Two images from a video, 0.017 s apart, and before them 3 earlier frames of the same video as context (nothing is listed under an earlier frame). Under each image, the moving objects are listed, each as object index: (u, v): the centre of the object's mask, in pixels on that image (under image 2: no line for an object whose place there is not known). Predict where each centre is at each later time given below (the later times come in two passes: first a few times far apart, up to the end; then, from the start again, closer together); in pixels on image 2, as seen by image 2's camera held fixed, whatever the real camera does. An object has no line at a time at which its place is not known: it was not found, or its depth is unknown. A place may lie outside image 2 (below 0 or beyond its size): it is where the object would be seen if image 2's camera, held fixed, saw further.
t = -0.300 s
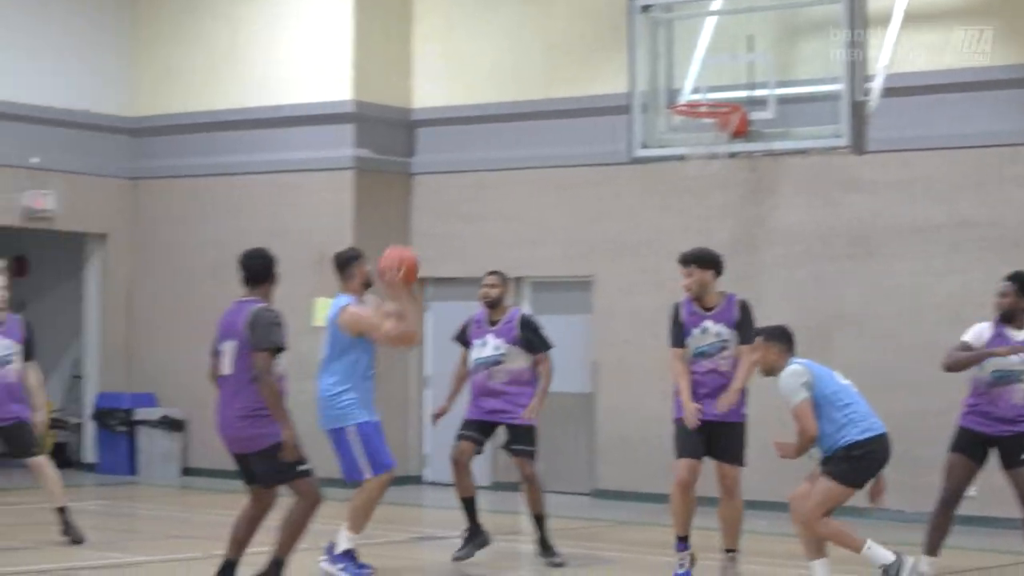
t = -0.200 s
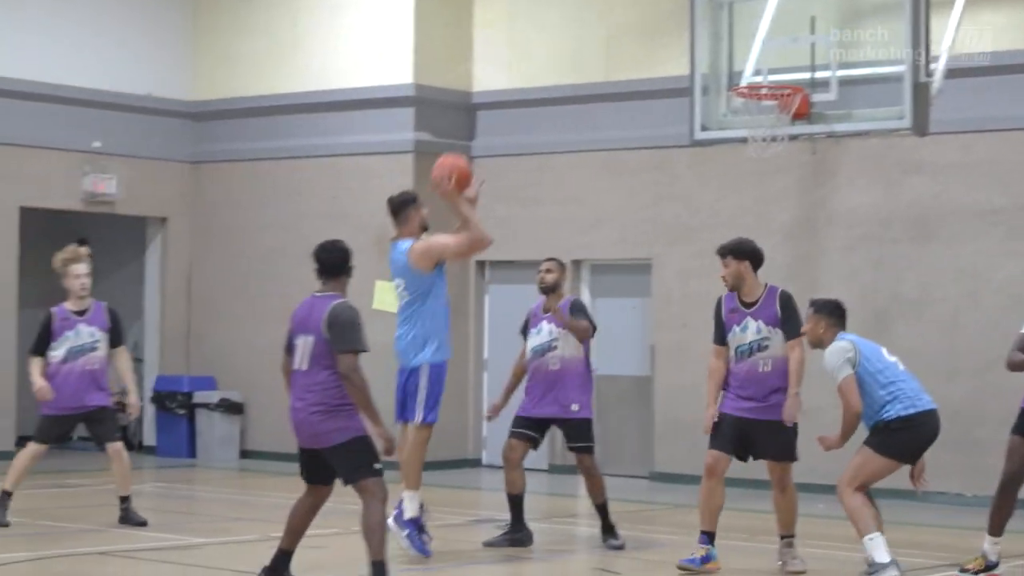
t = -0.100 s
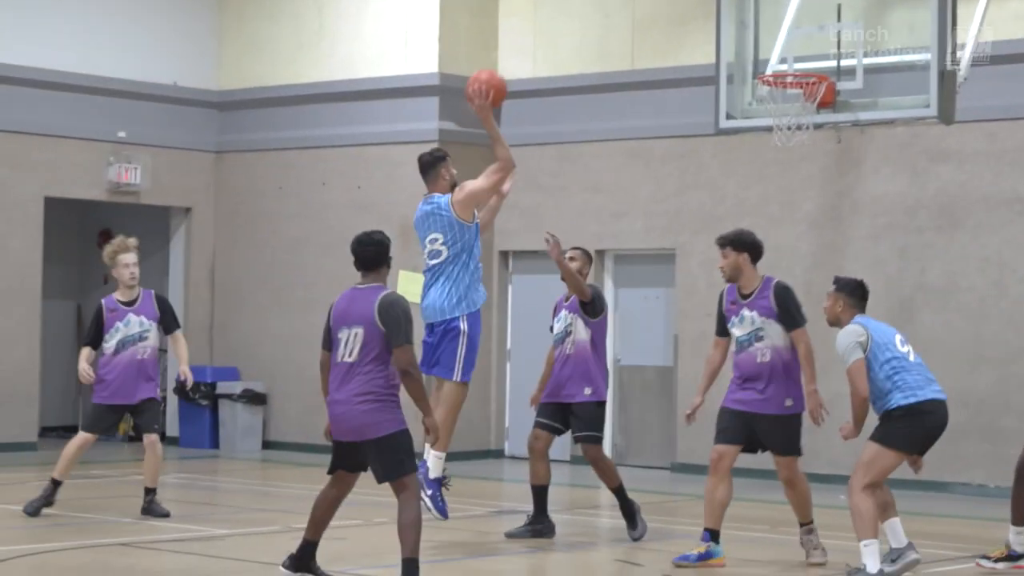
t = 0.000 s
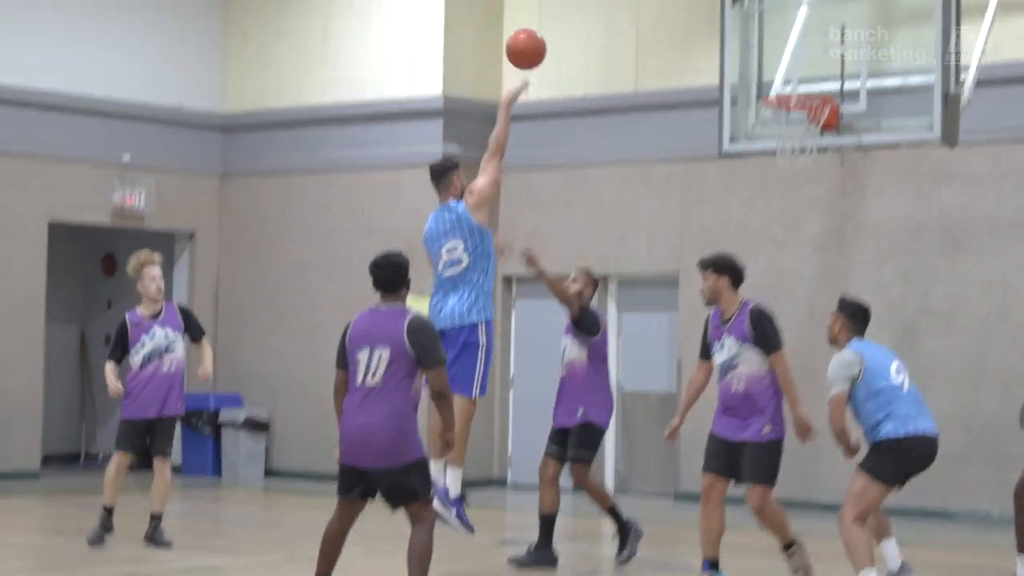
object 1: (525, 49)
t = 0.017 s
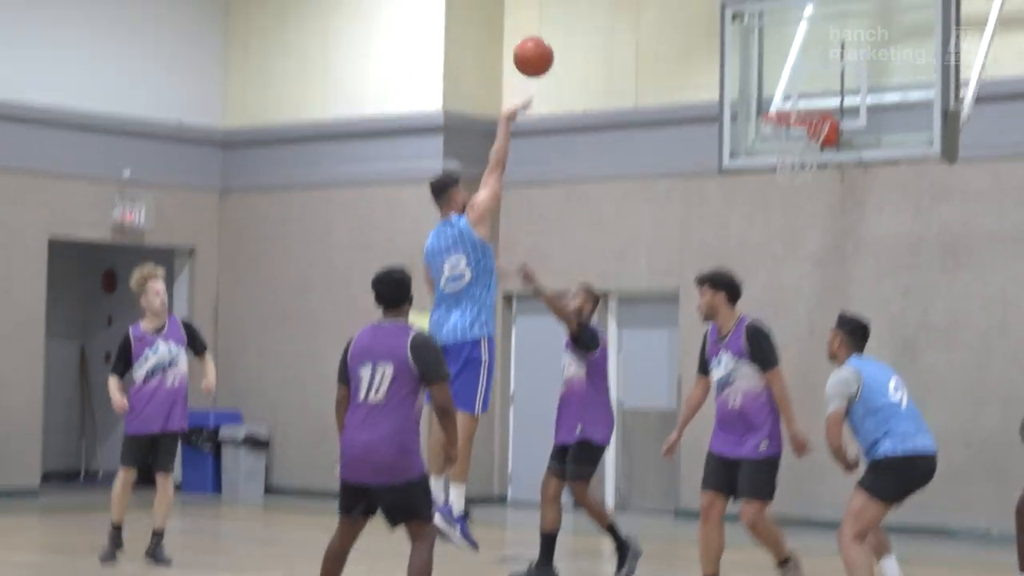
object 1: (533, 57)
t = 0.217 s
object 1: (616, 1)
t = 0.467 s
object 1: (703, 23)
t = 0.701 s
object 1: (770, 96)
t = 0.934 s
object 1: (813, 66)
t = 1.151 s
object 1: (808, 87)
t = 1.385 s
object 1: (814, 86)
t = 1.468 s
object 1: (817, 98)
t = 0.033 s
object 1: (540, 49)
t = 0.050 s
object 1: (548, 42)
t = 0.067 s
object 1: (554, 36)
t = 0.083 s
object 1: (561, 29)
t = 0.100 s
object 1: (568, 24)
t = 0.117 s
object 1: (575, 19)
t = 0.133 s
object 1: (583, 15)
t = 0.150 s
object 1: (590, 11)
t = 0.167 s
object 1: (596, 7)
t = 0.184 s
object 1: (603, 5)
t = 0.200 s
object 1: (610, 2)
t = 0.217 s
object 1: (616, 1)
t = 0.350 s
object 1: (664, 2)
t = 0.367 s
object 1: (670, 4)
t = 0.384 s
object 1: (675, 6)
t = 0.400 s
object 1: (681, 9)
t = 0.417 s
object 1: (687, 11)
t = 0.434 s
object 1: (692, 15)
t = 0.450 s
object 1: (697, 19)
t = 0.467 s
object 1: (703, 23)
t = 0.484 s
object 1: (708, 27)
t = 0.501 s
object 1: (713, 32)
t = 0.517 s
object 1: (718, 37)
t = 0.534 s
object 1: (723, 43)
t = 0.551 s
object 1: (729, 48)
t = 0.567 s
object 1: (733, 54)
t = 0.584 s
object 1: (738, 61)
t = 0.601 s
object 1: (743, 68)
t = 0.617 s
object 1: (748, 76)
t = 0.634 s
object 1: (753, 83)
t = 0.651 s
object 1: (758, 91)
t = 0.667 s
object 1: (762, 99)
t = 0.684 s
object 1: (766, 100)
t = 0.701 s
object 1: (770, 96)
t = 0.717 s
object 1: (776, 92)
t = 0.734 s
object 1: (780, 89)
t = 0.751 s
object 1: (785, 86)
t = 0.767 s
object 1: (789, 83)
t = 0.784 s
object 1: (794, 81)
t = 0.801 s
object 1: (798, 79)
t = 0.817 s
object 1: (802, 78)
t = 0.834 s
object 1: (807, 76)
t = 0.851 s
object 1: (812, 75)
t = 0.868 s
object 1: (814, 73)
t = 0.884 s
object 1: (813, 71)
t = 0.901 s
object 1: (813, 69)
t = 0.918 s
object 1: (813, 68)
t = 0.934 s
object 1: (813, 66)
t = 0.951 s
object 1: (813, 65)
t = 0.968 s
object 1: (812, 65)
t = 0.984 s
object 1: (812, 65)
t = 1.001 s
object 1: (812, 65)
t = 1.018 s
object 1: (811, 66)
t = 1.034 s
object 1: (811, 67)
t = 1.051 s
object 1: (810, 69)
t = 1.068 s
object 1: (810, 71)
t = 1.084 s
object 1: (809, 73)
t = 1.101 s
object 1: (809, 76)
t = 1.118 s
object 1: (808, 79)
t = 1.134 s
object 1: (808, 83)
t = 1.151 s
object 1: (808, 87)
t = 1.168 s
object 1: (807, 92)
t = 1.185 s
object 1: (807, 95)
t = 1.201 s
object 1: (808, 93)
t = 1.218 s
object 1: (808, 90)
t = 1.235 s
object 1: (809, 88)
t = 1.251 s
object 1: (810, 86)
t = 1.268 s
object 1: (810, 84)
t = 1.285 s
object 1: (811, 83)
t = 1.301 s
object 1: (811, 83)
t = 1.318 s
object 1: (812, 82)
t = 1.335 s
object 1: (813, 83)
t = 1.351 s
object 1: (813, 83)
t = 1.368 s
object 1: (814, 84)
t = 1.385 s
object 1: (814, 86)
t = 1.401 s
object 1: (815, 87)
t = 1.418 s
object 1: (815, 89)
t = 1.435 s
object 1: (816, 92)
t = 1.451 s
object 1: (816, 95)
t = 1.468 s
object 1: (817, 98)
